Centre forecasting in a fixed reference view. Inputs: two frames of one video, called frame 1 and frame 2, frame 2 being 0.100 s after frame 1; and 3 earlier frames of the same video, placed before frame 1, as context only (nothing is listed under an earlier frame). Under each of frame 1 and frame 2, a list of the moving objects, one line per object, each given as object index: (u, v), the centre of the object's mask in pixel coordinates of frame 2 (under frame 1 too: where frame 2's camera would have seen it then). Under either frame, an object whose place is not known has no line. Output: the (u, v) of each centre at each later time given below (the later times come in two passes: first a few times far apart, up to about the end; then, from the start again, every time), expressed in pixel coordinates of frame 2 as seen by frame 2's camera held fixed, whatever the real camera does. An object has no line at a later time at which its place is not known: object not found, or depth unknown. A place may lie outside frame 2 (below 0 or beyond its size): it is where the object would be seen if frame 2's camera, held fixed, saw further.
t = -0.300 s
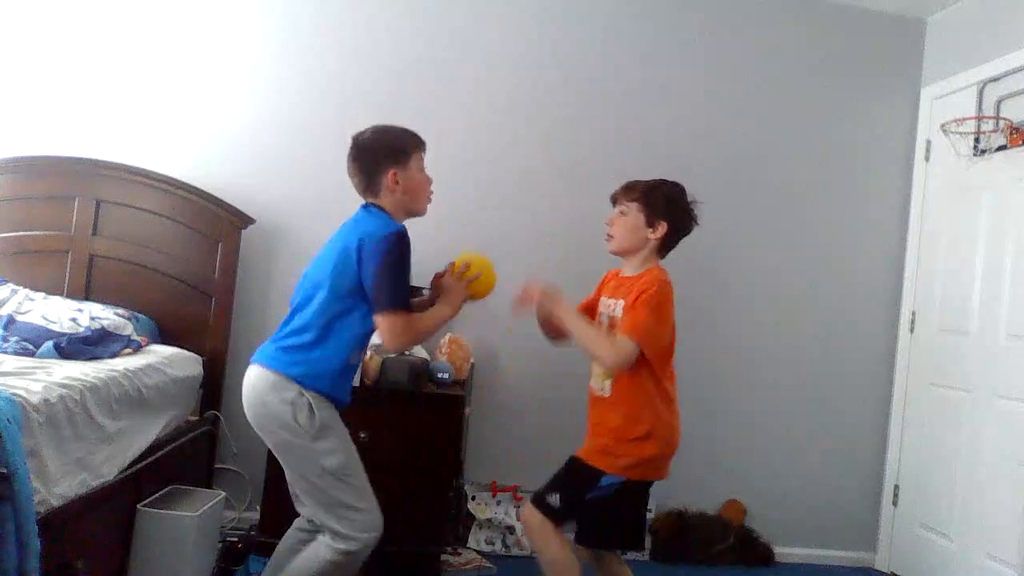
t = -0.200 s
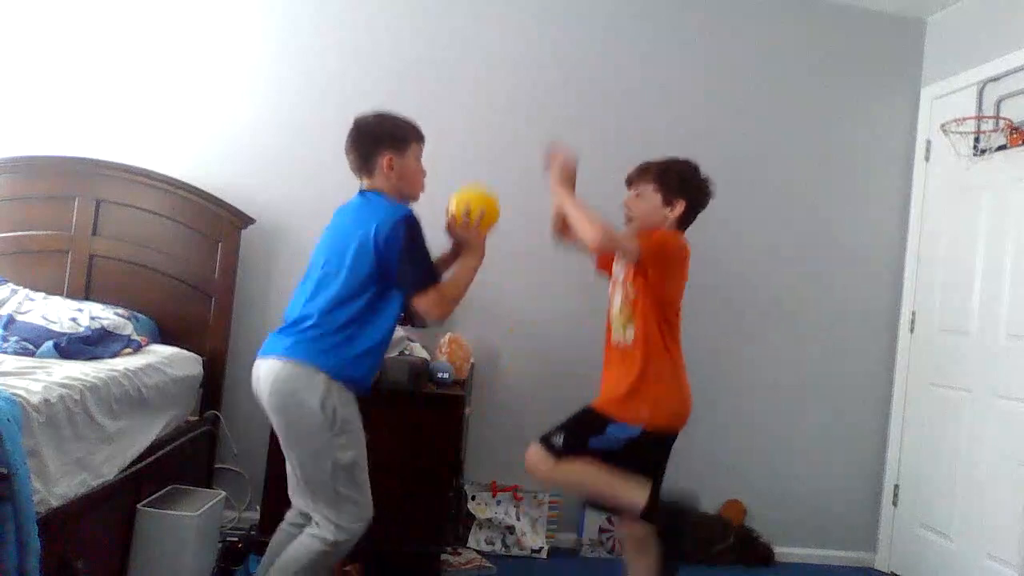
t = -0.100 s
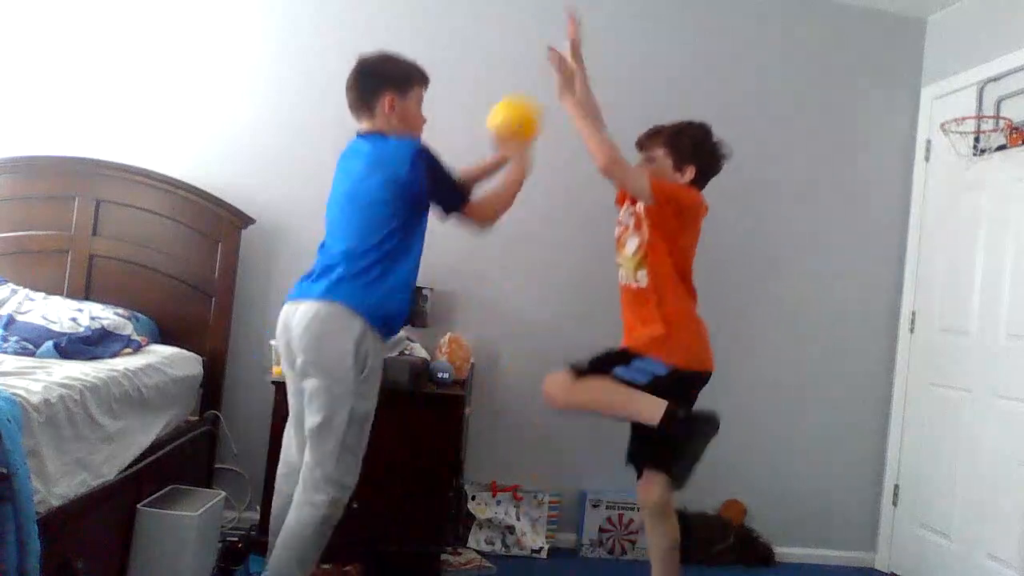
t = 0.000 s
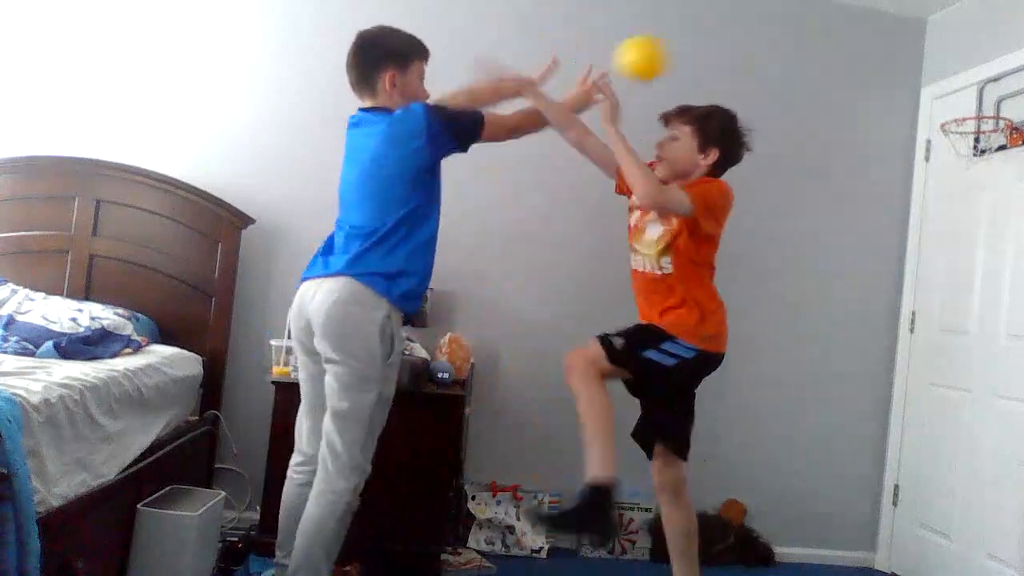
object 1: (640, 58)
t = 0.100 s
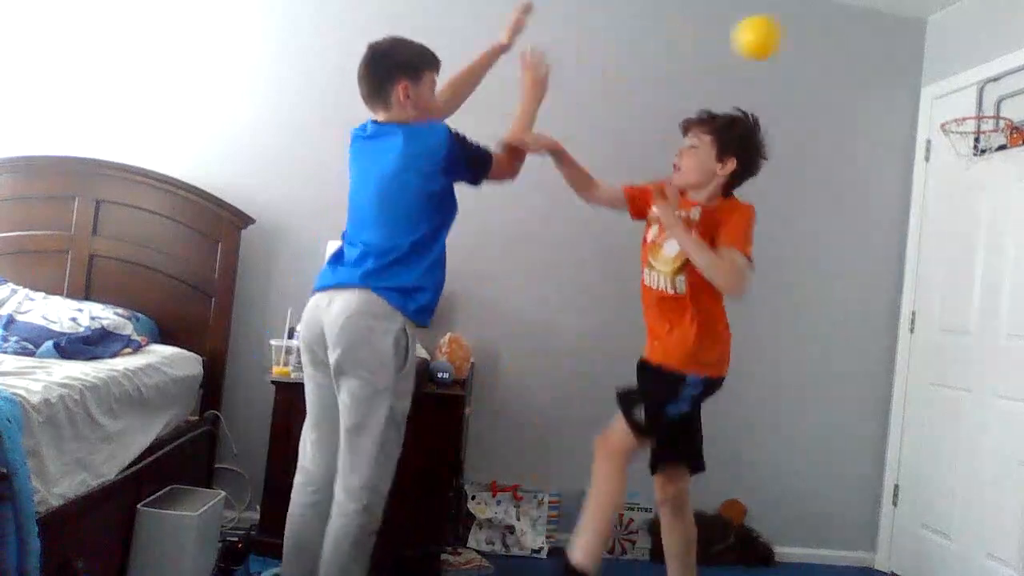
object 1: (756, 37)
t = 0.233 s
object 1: (883, 53)
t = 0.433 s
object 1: (994, 65)
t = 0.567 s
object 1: (1016, 49)
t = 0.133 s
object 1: (791, 36)
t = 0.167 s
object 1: (823, 39)
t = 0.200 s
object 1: (854, 45)
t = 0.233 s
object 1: (883, 53)
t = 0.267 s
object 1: (911, 65)
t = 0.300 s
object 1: (937, 79)
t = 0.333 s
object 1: (963, 96)
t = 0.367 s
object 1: (976, 89)
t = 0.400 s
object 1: (985, 75)
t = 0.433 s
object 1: (994, 65)
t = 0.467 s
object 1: (1003, 56)
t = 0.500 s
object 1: (1008, 51)
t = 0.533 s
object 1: (1012, 49)
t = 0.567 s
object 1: (1016, 49)
